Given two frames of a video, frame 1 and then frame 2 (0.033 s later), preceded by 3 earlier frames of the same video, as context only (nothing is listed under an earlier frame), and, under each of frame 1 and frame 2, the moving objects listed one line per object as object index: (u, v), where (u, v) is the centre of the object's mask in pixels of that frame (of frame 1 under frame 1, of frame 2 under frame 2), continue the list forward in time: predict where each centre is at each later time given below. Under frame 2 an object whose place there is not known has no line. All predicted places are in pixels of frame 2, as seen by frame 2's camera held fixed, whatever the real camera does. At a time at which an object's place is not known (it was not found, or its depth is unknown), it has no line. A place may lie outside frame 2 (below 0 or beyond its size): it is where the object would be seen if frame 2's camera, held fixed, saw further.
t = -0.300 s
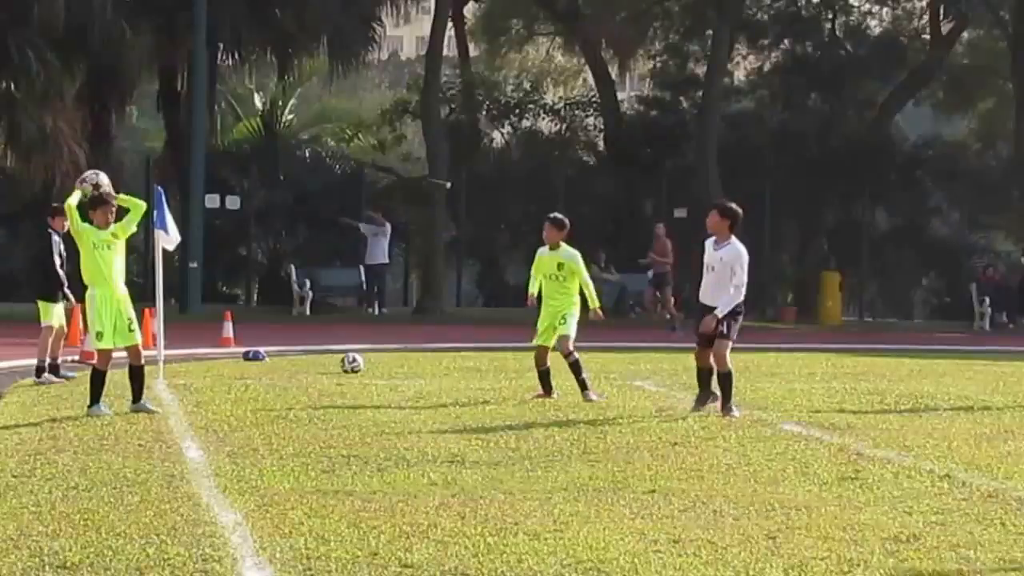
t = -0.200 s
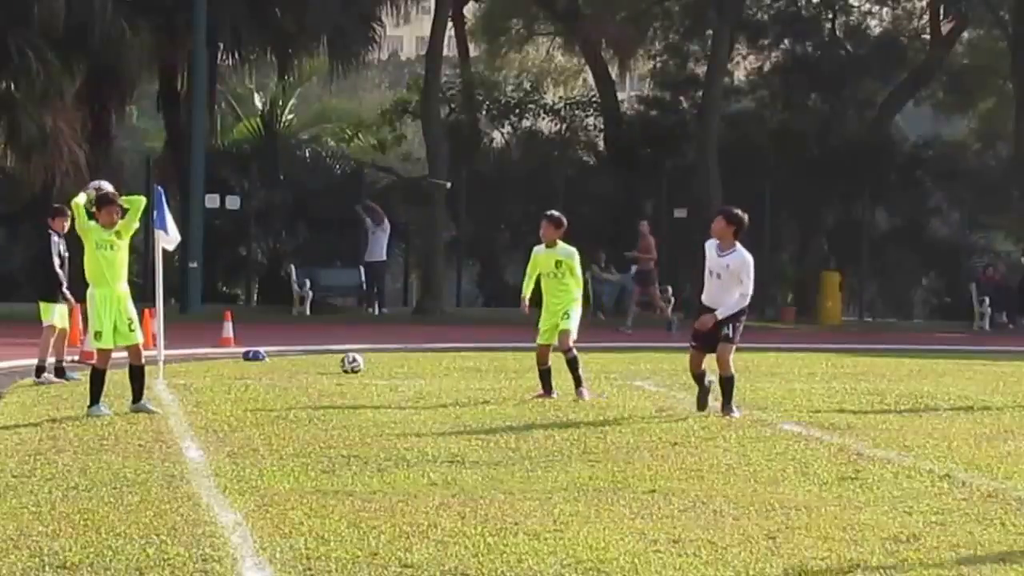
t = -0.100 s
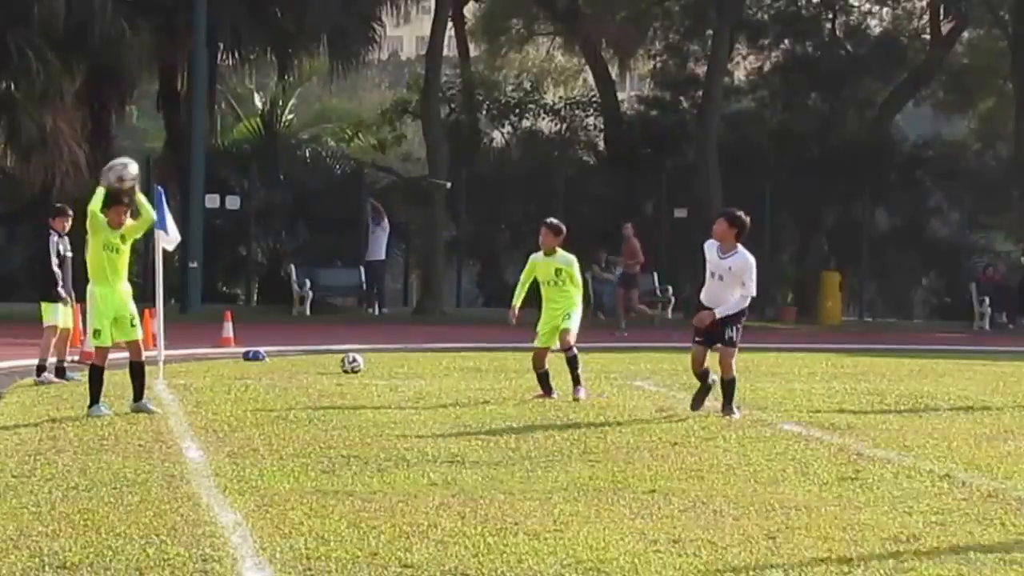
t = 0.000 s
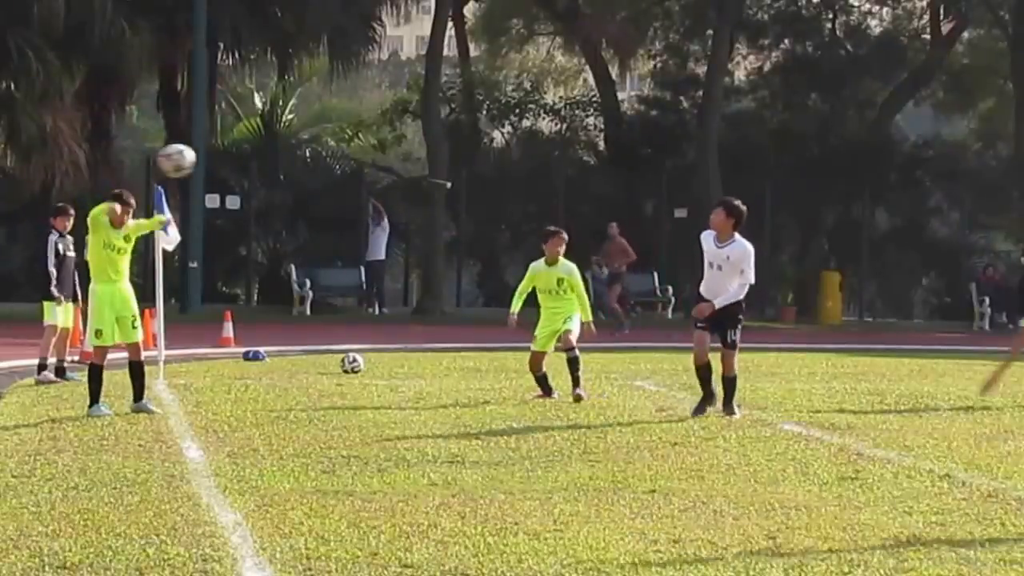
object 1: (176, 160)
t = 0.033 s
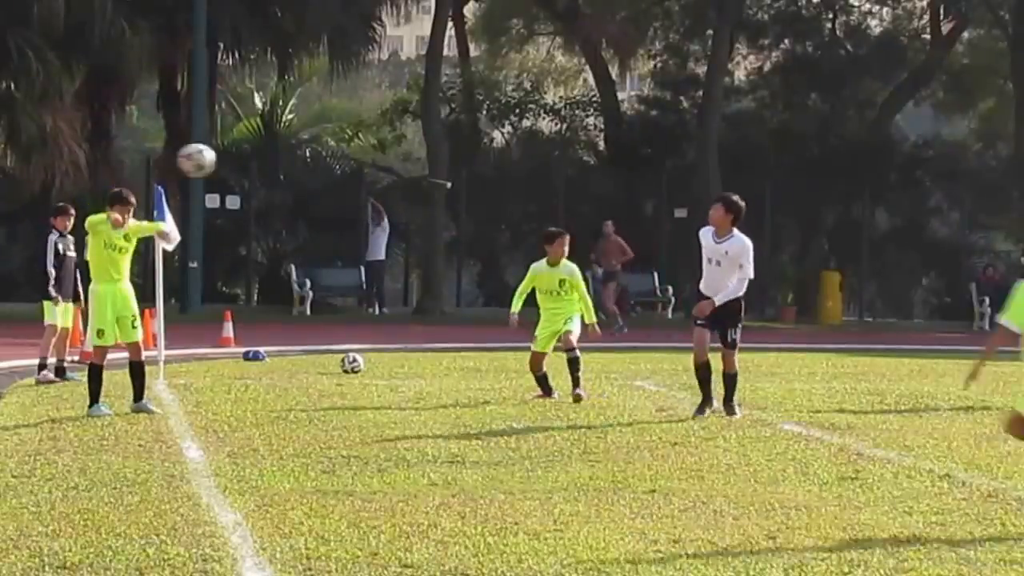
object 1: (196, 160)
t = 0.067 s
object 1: (217, 156)
